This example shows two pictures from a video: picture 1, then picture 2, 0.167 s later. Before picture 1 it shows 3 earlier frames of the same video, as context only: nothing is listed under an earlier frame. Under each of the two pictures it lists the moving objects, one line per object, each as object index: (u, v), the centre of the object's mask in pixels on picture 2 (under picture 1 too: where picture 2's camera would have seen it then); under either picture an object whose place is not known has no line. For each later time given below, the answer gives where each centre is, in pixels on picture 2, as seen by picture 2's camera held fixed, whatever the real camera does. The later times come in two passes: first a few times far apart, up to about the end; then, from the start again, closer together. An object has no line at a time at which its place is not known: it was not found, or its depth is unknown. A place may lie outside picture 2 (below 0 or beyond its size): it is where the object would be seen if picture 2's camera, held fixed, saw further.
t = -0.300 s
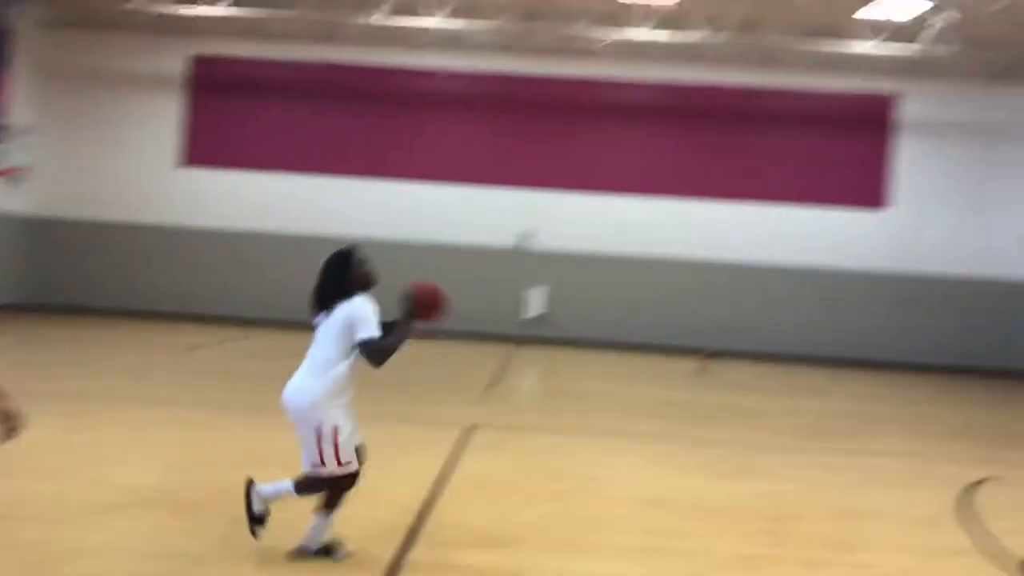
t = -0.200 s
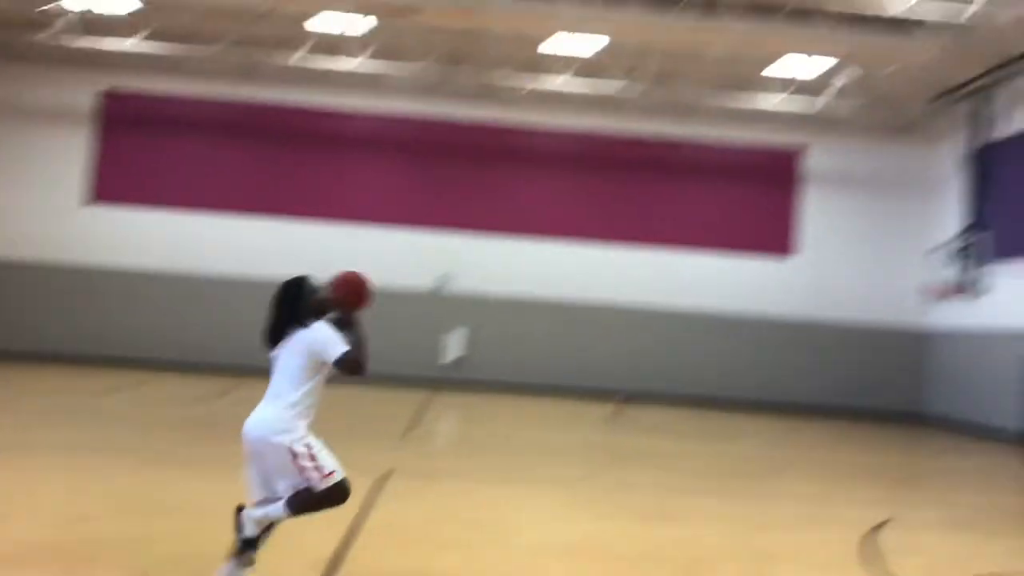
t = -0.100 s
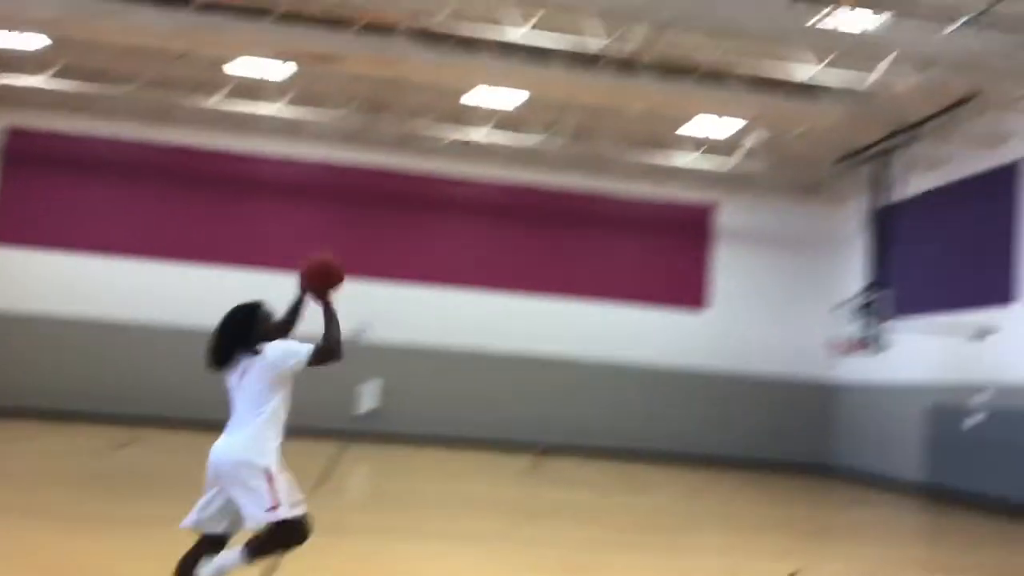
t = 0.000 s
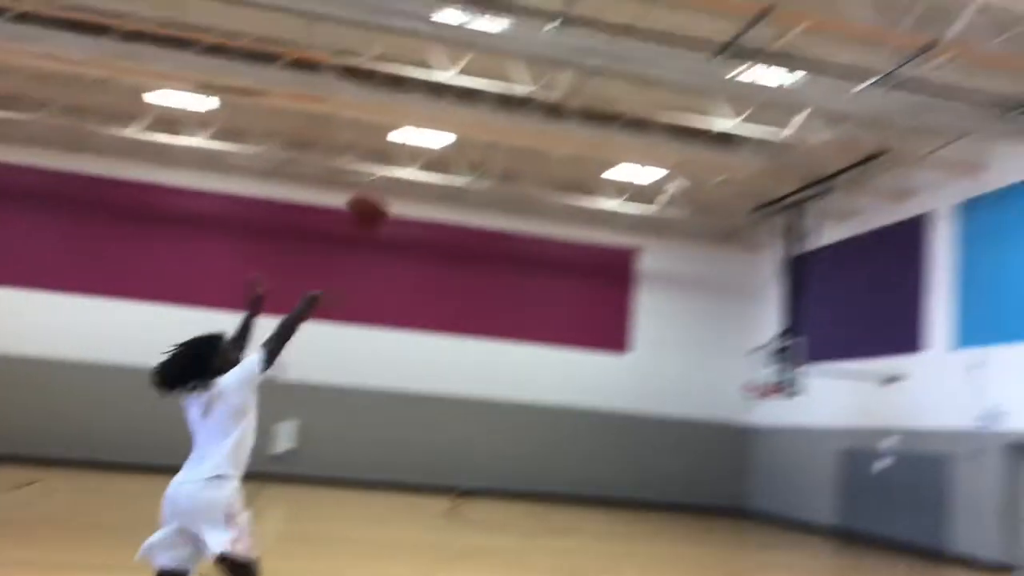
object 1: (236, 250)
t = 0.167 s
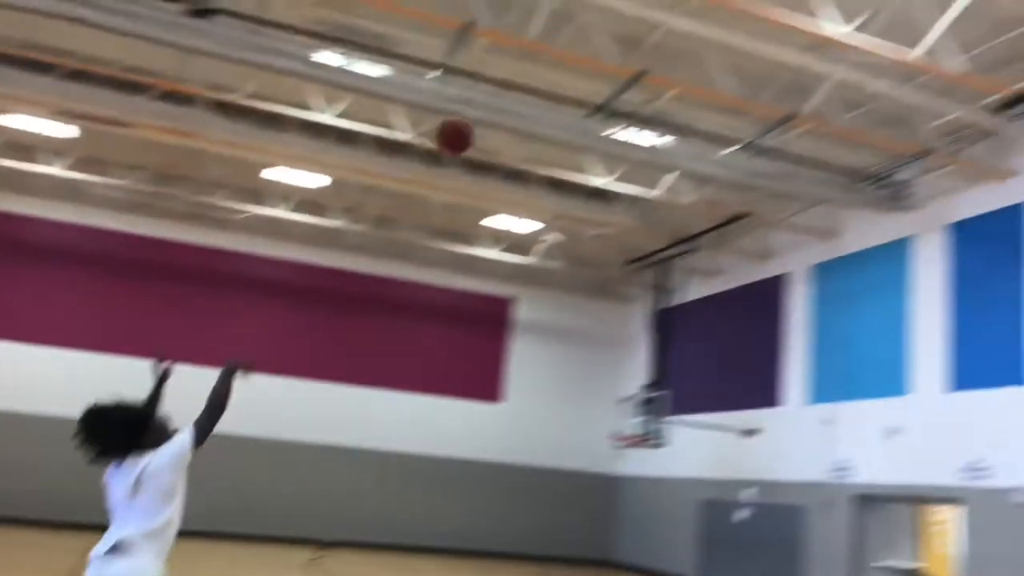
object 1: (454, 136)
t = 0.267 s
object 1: (562, 96)
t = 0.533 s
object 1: (801, 59)
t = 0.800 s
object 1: (994, 109)
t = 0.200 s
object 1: (492, 120)
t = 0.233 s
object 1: (527, 108)
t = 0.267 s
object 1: (562, 96)
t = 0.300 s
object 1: (595, 85)
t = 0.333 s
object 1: (628, 77)
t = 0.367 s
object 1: (659, 70)
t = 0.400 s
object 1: (689, 65)
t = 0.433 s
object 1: (718, 62)
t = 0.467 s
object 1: (747, 59)
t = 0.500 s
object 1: (774, 58)
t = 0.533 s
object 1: (801, 59)
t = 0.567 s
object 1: (827, 61)
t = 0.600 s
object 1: (852, 64)
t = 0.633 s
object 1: (877, 68)
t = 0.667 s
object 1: (902, 74)
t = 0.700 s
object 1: (925, 80)
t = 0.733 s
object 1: (949, 88)
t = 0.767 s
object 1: (972, 99)
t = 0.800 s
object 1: (994, 109)
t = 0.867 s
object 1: (1038, 131)
